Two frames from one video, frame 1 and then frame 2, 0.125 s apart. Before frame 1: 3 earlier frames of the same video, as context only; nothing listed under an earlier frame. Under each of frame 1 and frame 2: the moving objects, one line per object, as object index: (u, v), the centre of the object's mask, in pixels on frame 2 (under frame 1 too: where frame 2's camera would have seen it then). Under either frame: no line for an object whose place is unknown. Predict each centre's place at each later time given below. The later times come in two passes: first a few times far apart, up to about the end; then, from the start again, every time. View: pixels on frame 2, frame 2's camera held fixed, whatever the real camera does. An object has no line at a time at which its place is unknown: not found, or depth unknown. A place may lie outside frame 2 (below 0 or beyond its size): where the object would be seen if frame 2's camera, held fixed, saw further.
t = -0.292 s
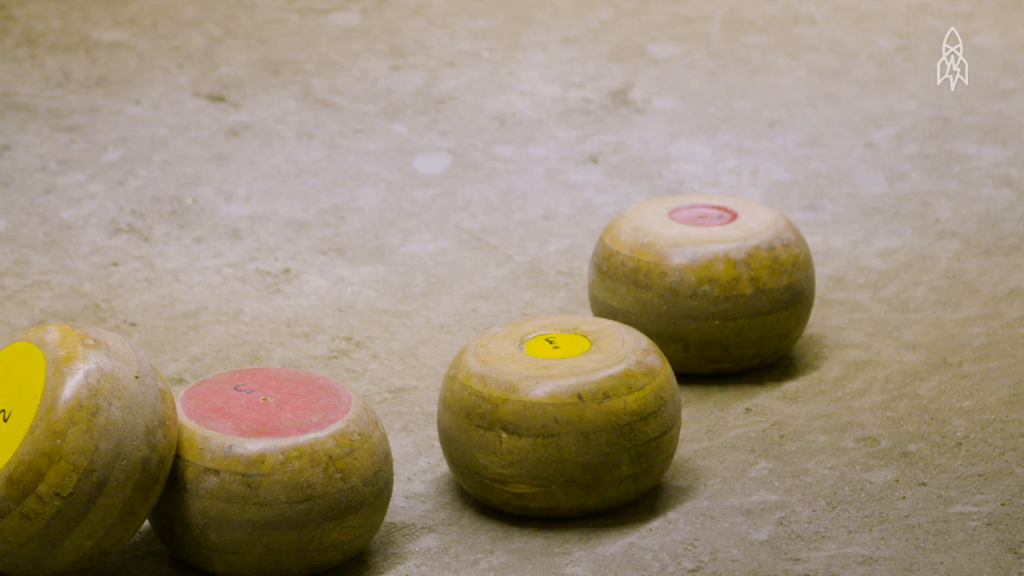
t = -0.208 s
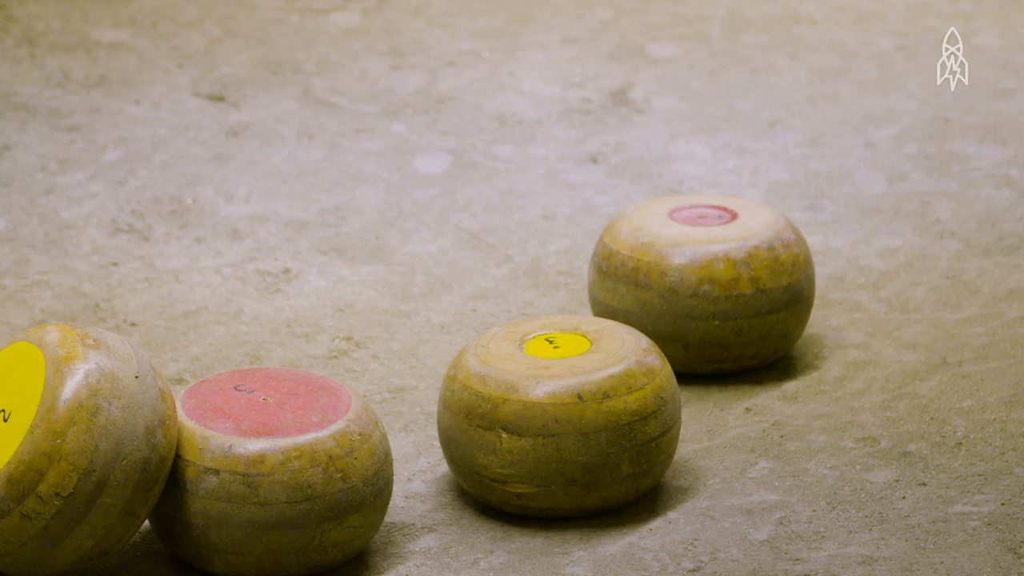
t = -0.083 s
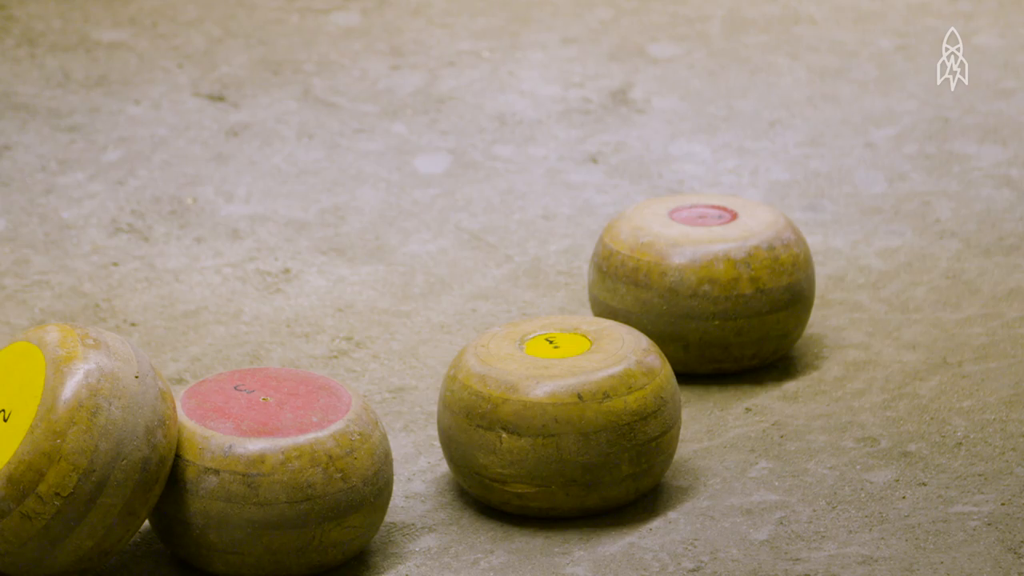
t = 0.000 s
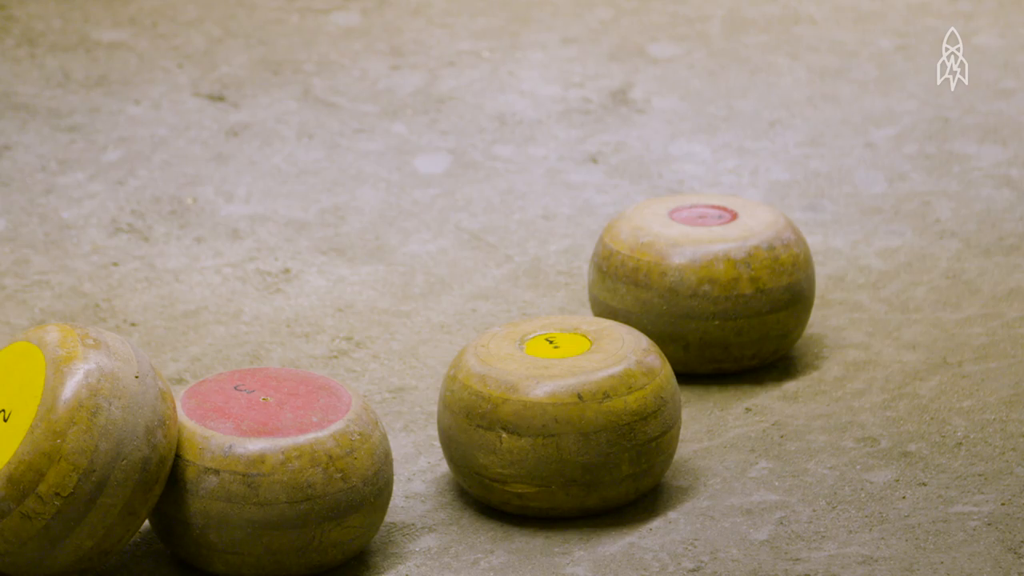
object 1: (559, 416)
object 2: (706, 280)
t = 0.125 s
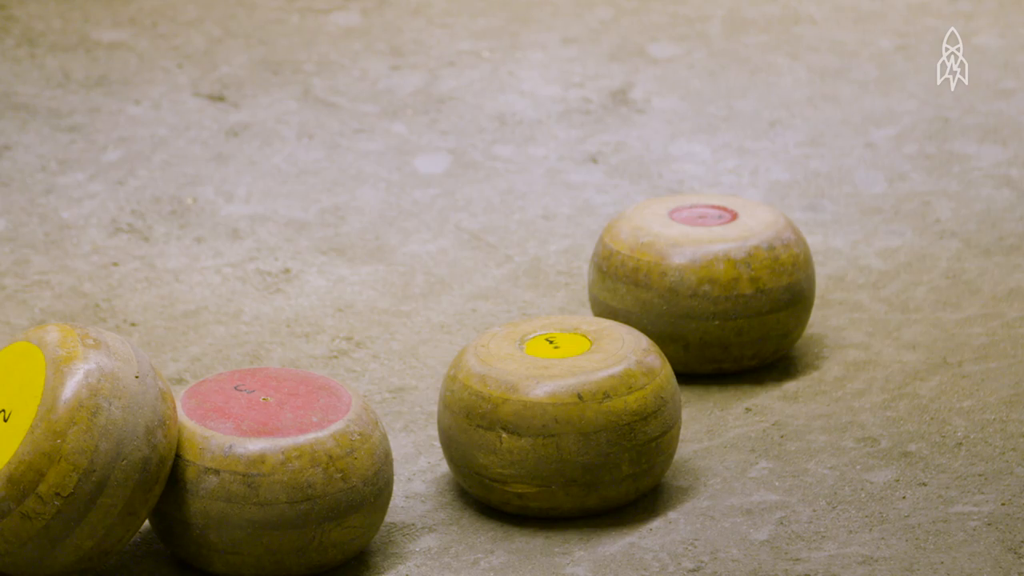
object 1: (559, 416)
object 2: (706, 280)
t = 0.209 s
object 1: (559, 416)
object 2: (706, 280)
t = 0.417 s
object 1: (559, 416)
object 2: (706, 280)
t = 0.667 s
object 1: (531, 436)
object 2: (522, 294)
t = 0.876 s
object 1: (511, 440)
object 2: (516, 293)
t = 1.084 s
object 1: (508, 443)
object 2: (510, 292)
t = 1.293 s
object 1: (509, 443)
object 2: (511, 293)
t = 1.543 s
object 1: (509, 443)
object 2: (502, 291)
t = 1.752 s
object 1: (509, 443)
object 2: (499, 292)
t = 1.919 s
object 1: (509, 443)
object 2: (501, 292)
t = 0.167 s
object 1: (559, 416)
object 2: (706, 280)
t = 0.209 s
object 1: (559, 416)
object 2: (706, 280)
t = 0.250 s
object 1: (559, 416)
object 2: (706, 280)
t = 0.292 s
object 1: (559, 416)
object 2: (706, 280)
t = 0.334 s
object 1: (559, 416)
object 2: (706, 280)
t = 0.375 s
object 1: (559, 416)
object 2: (706, 280)
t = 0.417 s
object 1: (559, 416)
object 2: (706, 280)
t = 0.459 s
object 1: (559, 416)
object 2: (687, 280)
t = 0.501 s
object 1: (559, 416)
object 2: (640, 279)
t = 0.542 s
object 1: (559, 415)
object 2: (595, 277)
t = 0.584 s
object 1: (552, 422)
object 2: (556, 282)
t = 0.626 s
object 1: (541, 430)
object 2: (533, 289)
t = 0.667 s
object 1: (531, 436)
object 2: (522, 294)
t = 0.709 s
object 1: (523, 438)
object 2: (522, 295)
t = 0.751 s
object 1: (517, 439)
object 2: (525, 295)
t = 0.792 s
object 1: (513, 439)
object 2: (527, 296)
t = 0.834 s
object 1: (511, 440)
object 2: (527, 296)
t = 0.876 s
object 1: (511, 440)
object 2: (516, 293)
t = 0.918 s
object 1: (511, 440)
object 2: (504, 291)
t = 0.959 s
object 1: (508, 443)
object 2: (503, 291)
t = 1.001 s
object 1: (508, 443)
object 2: (506, 292)
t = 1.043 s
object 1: (508, 443)
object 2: (508, 292)
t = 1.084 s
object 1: (508, 443)
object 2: (510, 292)
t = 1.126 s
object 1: (508, 443)
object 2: (511, 292)
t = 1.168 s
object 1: (508, 443)
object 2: (511, 292)
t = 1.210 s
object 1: (508, 443)
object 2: (511, 292)
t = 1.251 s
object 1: (508, 443)
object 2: (511, 292)
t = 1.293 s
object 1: (509, 443)
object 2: (511, 293)
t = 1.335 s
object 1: (509, 443)
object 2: (511, 292)
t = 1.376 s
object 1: (510, 443)
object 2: (510, 292)
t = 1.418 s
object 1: (509, 443)
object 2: (509, 292)
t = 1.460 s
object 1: (509, 443)
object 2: (507, 292)
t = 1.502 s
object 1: (509, 443)
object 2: (505, 292)
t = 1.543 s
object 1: (509, 443)
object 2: (502, 291)
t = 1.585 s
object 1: (509, 443)
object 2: (499, 291)
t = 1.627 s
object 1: (509, 443)
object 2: (497, 291)
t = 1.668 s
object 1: (509, 443)
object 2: (498, 291)
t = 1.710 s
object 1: (509, 443)
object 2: (498, 292)
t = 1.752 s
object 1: (509, 443)
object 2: (499, 292)
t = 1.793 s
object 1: (509, 443)
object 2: (500, 292)
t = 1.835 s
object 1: (509, 443)
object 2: (500, 292)
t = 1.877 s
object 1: (509, 443)
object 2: (501, 292)
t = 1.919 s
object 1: (509, 443)
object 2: (501, 292)
